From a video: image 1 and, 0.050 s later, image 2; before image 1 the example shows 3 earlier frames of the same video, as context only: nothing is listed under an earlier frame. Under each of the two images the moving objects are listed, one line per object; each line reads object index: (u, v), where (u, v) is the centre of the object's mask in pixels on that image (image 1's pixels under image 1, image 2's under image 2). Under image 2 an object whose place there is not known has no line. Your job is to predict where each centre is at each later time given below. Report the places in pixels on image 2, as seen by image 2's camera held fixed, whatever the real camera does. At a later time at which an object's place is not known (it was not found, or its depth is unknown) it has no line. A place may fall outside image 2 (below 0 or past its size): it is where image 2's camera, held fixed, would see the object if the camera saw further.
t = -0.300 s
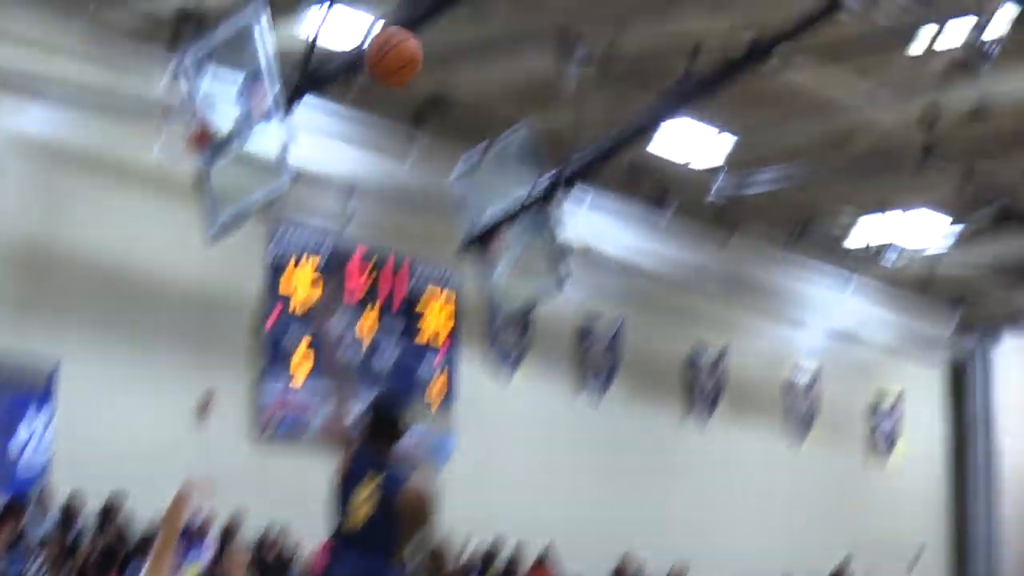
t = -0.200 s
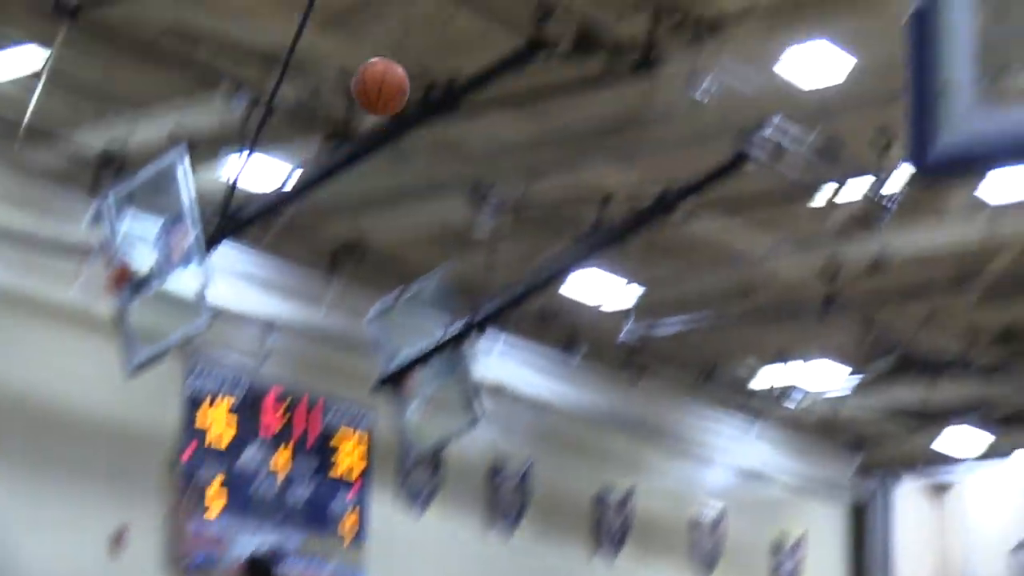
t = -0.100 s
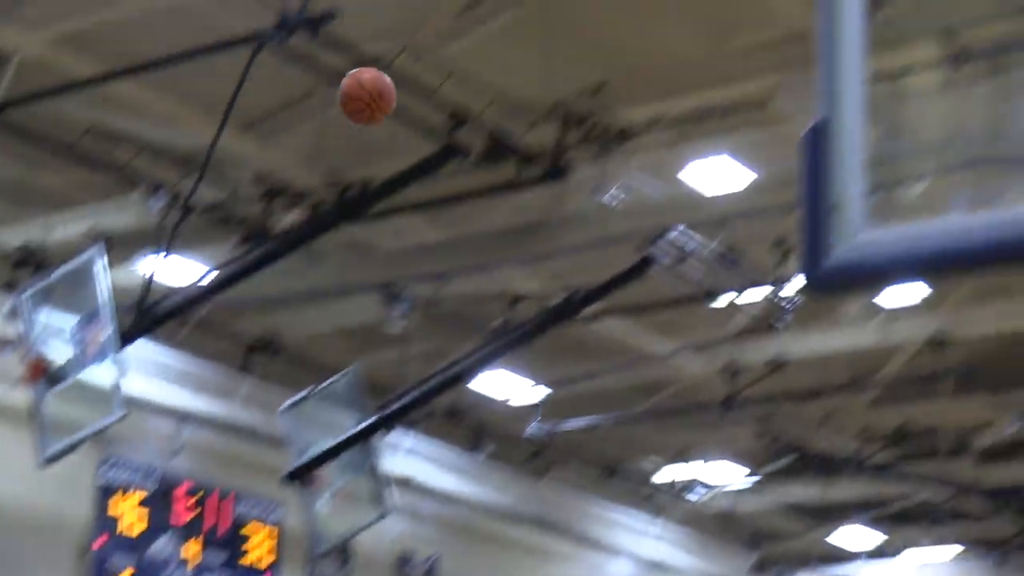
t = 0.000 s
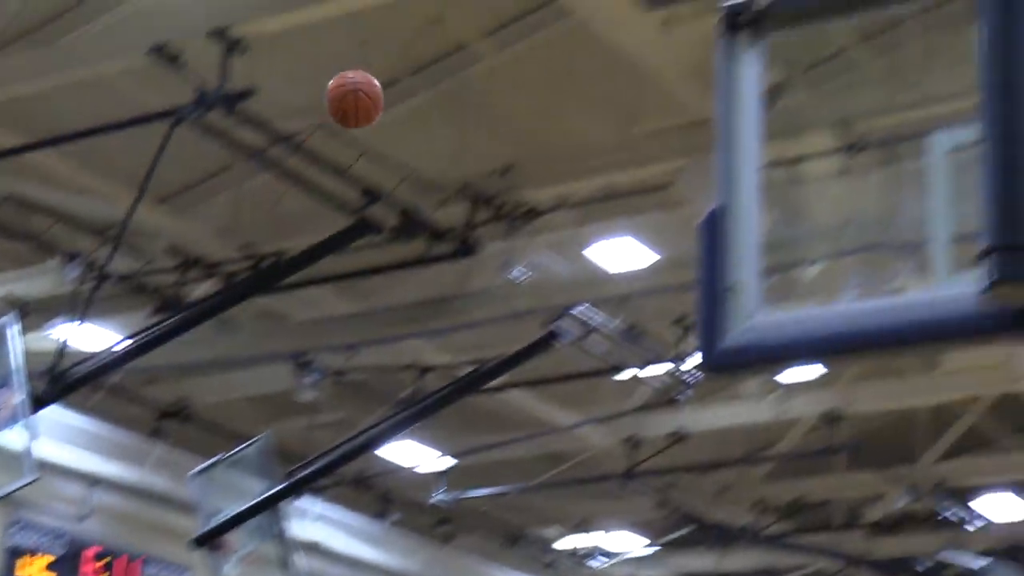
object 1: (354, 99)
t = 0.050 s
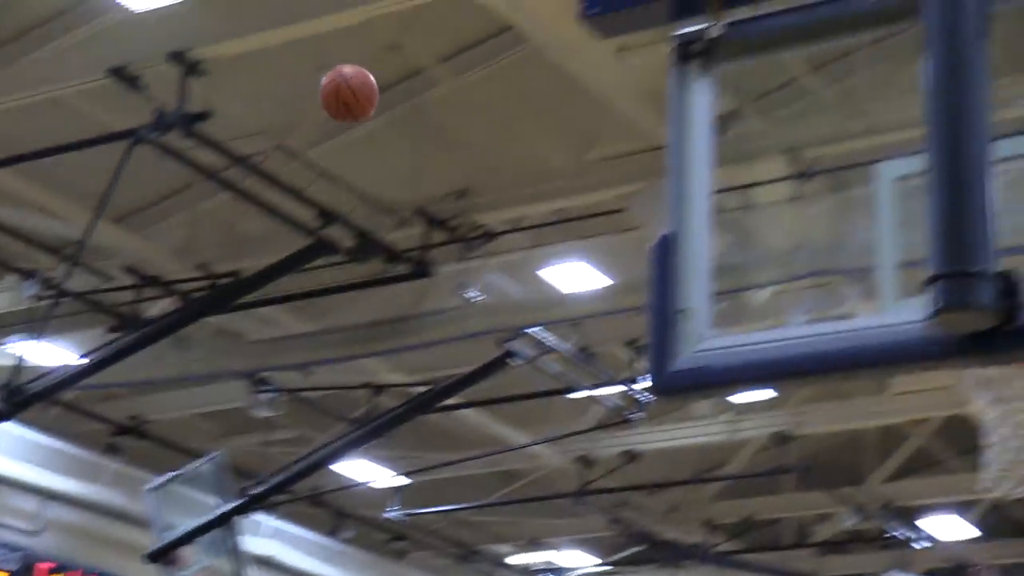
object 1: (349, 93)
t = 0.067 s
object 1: (361, 85)
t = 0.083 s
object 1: (373, 77)
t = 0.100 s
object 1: (386, 70)
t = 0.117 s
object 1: (399, 62)
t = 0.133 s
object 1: (411, 56)
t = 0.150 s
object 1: (424, 50)
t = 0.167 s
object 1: (437, 45)
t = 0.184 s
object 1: (450, 40)
